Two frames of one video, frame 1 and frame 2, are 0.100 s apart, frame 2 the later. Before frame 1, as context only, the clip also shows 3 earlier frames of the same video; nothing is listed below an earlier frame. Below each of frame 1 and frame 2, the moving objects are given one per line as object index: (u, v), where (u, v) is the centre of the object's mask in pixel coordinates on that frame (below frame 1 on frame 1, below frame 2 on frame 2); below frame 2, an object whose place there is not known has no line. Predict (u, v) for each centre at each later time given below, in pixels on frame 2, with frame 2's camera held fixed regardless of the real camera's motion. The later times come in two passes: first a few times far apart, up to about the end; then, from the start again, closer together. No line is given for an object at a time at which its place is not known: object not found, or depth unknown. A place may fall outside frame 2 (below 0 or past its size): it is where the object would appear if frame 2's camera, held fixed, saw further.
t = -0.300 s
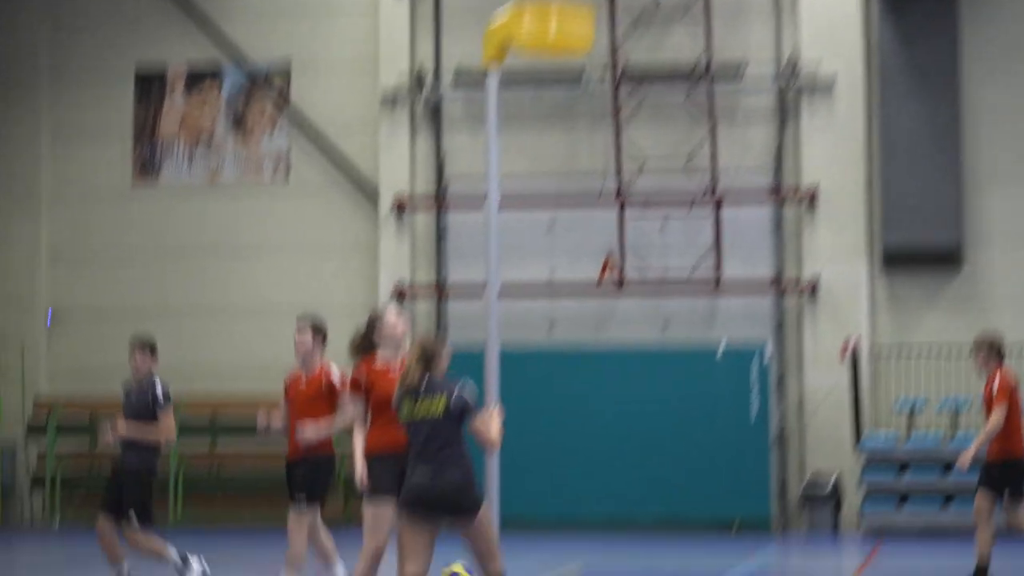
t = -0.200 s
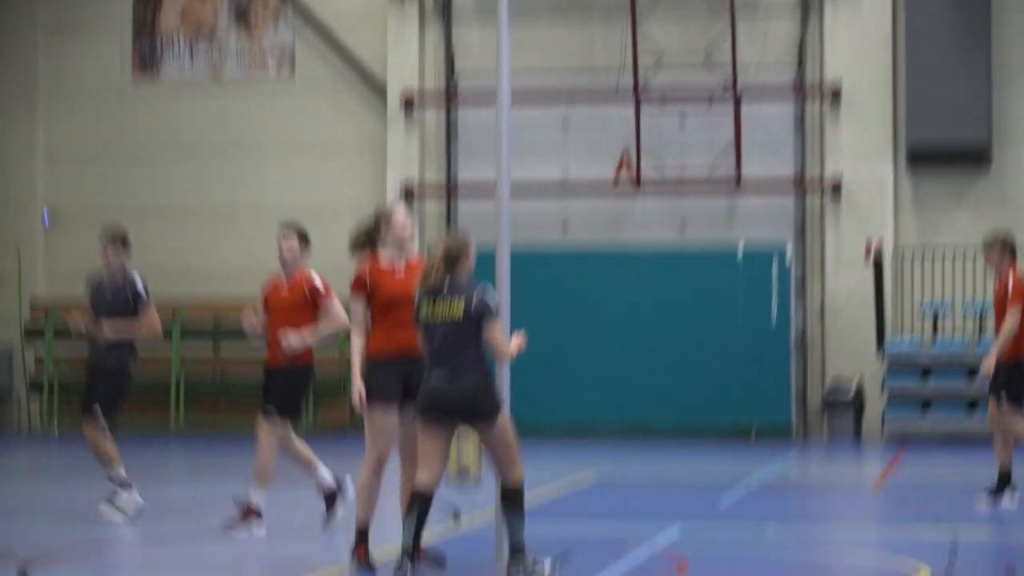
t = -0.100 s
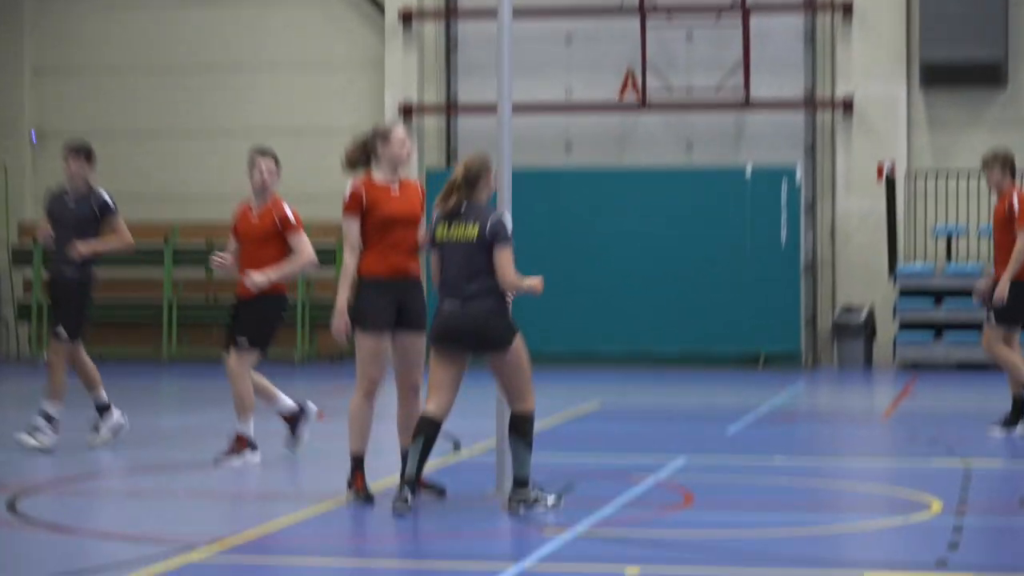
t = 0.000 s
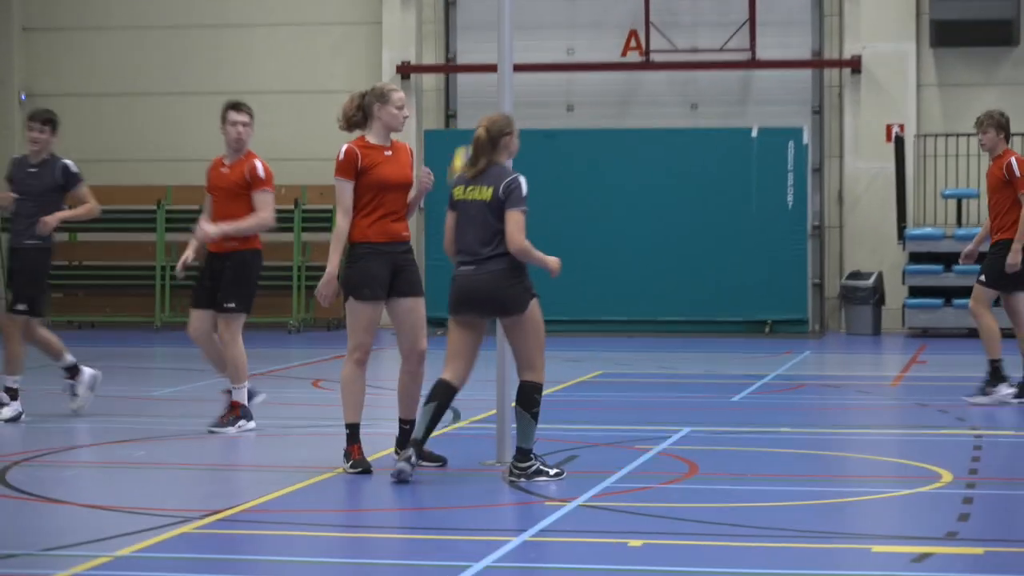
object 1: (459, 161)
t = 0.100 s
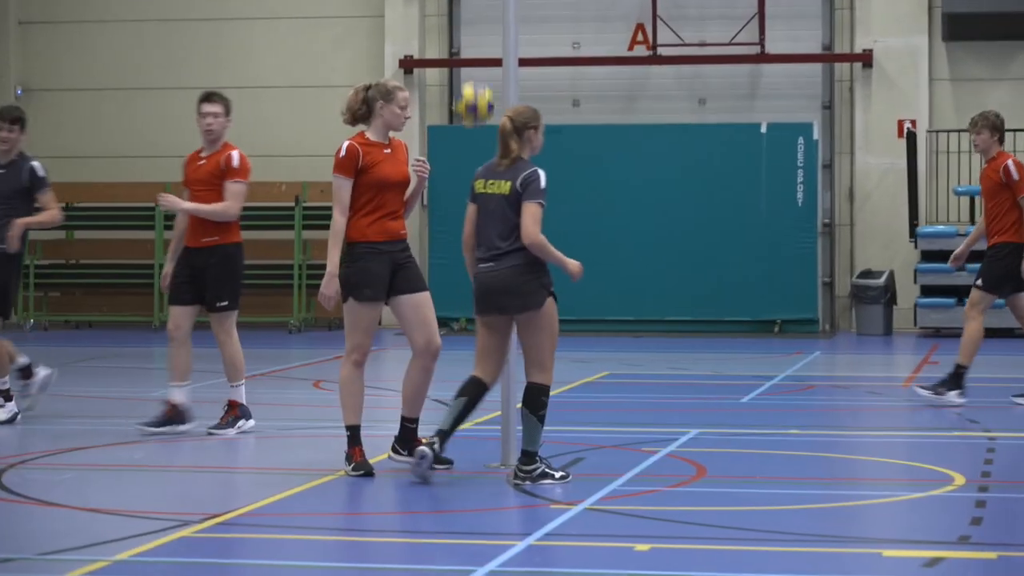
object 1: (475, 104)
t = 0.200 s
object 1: (477, 60)
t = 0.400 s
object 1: (478, 33)
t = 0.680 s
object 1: (479, 107)
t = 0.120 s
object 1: (474, 94)
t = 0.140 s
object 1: (475, 84)
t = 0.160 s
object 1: (476, 75)
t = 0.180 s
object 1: (476, 67)
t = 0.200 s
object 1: (477, 60)
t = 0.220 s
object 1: (477, 53)
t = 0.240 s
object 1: (477, 49)
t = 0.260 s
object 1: (478, 44)
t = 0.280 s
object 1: (477, 41)
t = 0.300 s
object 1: (478, 38)
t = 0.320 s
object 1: (478, 35)
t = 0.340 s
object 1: (477, 34)
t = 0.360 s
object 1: (478, 32)
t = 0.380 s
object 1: (478, 33)
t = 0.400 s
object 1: (478, 33)
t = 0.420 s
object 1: (478, 34)
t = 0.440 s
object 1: (478, 36)
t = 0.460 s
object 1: (478, 38)
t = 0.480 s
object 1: (479, 42)
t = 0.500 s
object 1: (479, 45)
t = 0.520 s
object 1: (481, 48)
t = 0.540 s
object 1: (481, 53)
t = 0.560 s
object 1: (481, 58)
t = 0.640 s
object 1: (480, 89)
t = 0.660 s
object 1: (479, 98)
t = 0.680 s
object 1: (479, 107)
